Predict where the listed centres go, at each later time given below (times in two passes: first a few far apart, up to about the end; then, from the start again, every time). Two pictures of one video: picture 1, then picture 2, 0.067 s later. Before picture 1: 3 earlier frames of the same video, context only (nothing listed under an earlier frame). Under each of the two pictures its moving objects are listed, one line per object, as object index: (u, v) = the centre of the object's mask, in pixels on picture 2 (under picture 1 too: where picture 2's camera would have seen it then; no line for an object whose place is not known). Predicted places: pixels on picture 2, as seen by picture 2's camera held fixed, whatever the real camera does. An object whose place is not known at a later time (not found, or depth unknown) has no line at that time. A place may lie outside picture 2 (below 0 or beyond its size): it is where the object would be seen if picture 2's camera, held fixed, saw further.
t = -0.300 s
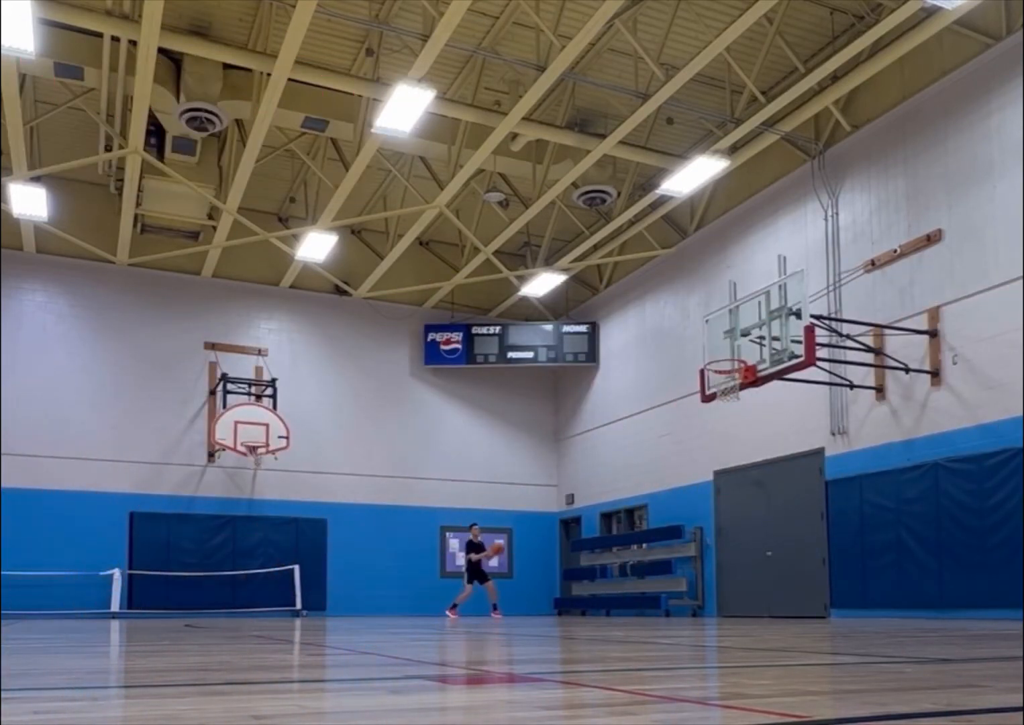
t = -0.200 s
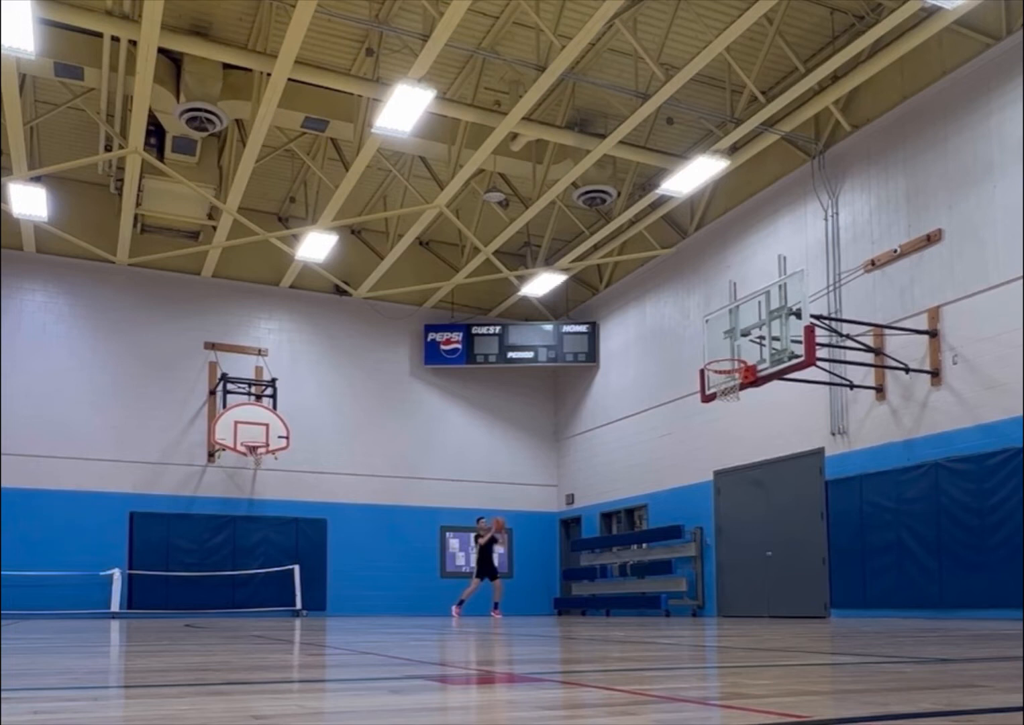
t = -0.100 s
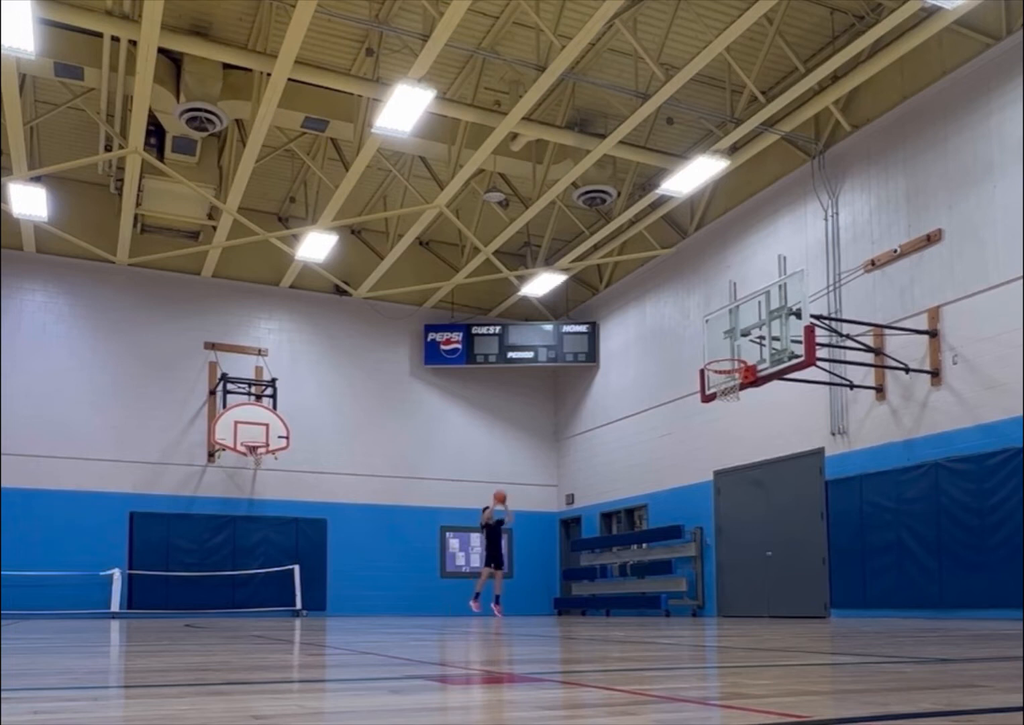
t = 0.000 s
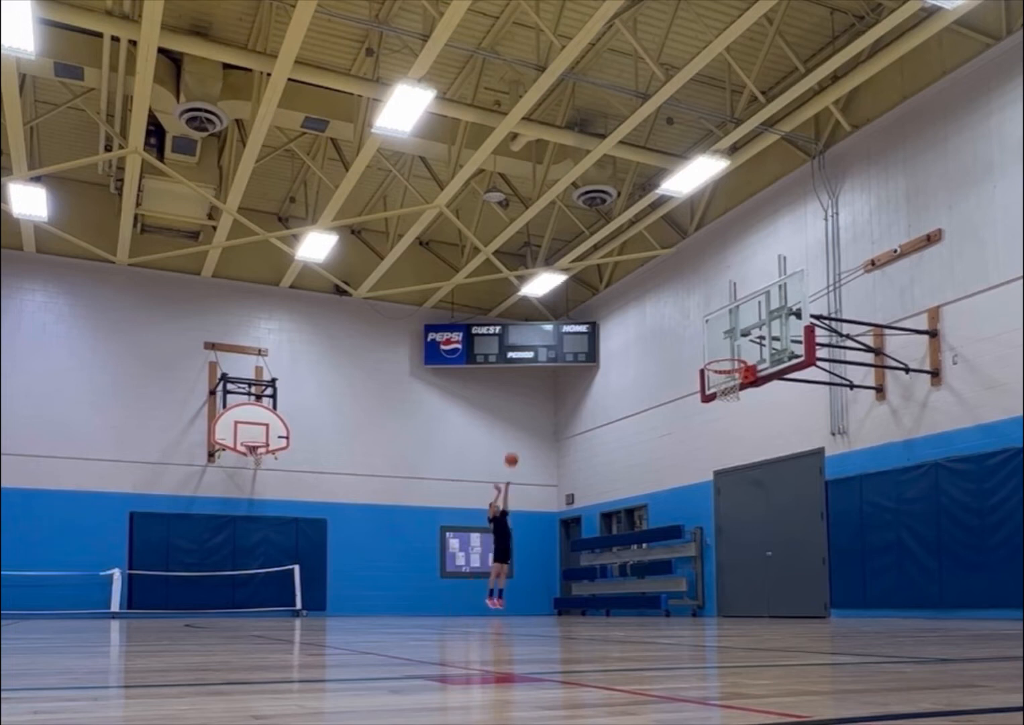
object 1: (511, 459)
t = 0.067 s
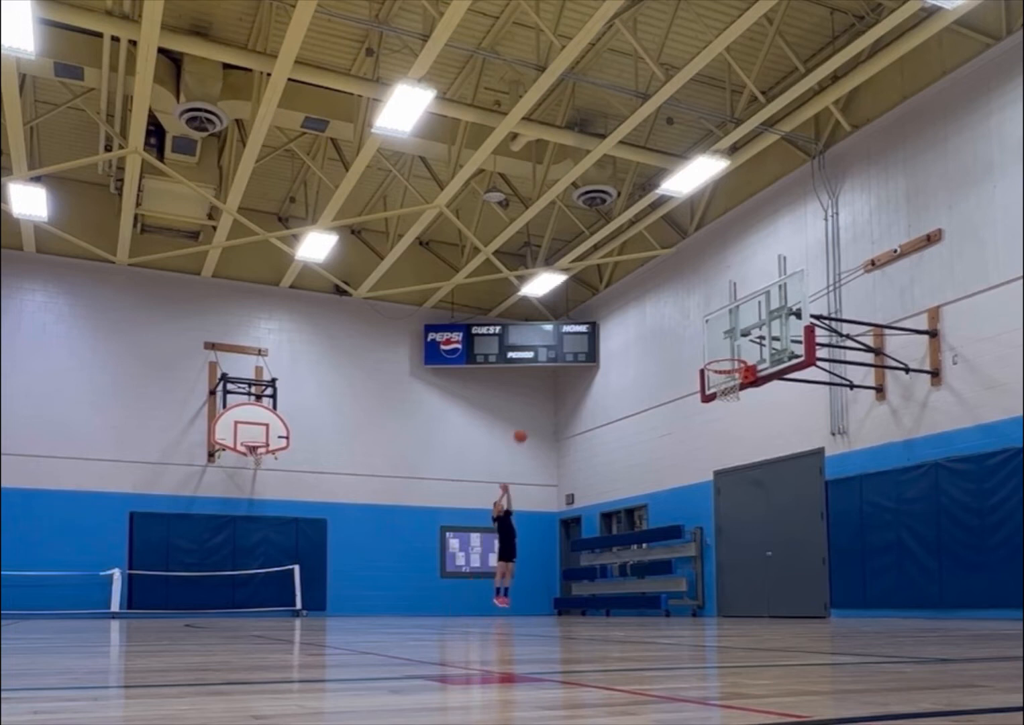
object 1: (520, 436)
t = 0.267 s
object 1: (550, 374)
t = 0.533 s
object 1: (593, 321)
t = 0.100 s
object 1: (525, 423)
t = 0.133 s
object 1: (530, 412)
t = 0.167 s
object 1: (535, 402)
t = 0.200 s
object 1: (540, 392)
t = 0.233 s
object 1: (545, 382)
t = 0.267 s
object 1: (550, 374)
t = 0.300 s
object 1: (554, 365)
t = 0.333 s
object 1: (560, 358)
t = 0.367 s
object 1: (564, 350)
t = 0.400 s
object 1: (571, 343)
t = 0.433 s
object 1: (576, 337)
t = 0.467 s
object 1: (583, 331)
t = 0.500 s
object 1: (588, 325)
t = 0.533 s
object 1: (593, 321)
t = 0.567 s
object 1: (600, 317)
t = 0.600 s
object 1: (607, 314)
